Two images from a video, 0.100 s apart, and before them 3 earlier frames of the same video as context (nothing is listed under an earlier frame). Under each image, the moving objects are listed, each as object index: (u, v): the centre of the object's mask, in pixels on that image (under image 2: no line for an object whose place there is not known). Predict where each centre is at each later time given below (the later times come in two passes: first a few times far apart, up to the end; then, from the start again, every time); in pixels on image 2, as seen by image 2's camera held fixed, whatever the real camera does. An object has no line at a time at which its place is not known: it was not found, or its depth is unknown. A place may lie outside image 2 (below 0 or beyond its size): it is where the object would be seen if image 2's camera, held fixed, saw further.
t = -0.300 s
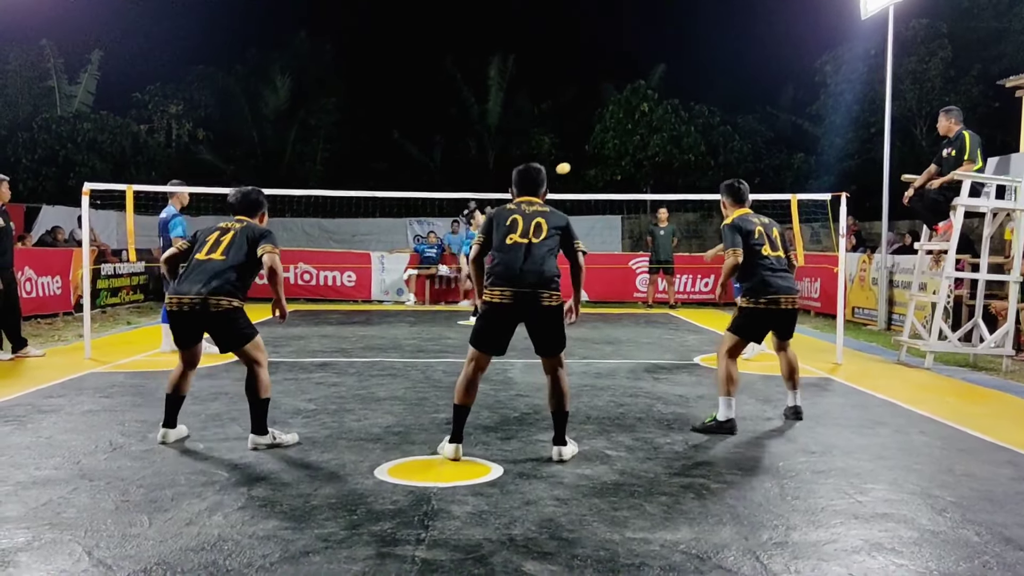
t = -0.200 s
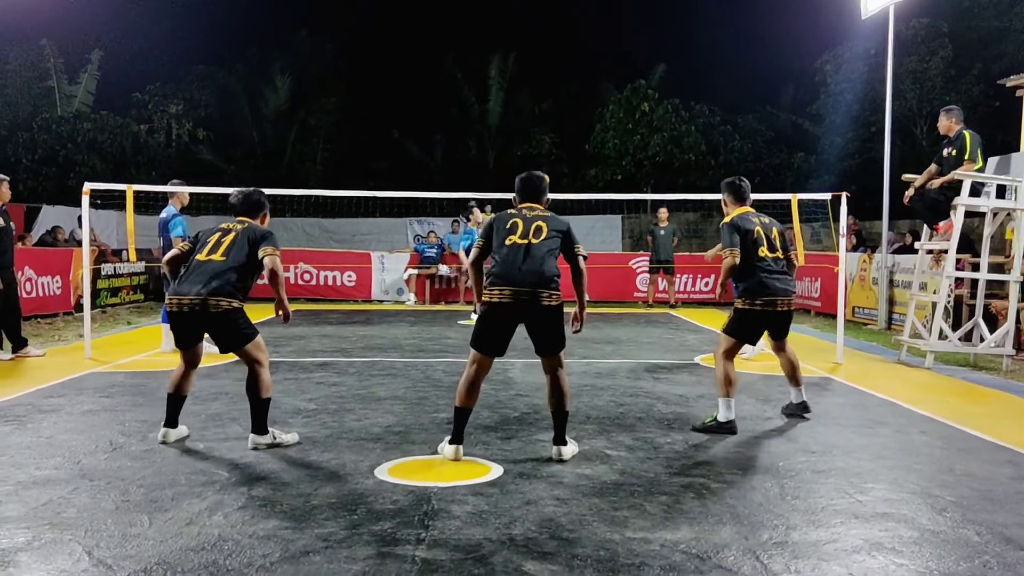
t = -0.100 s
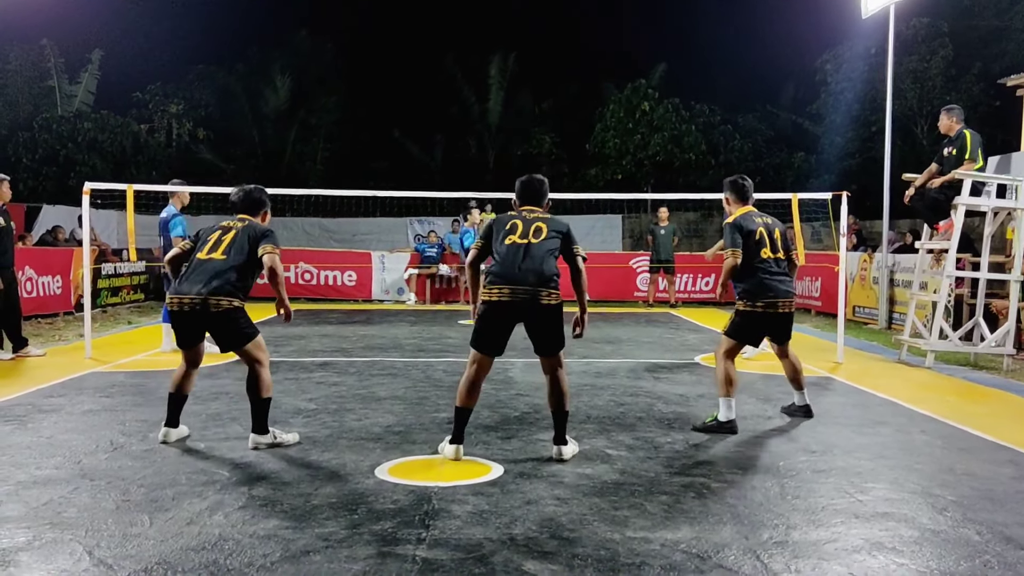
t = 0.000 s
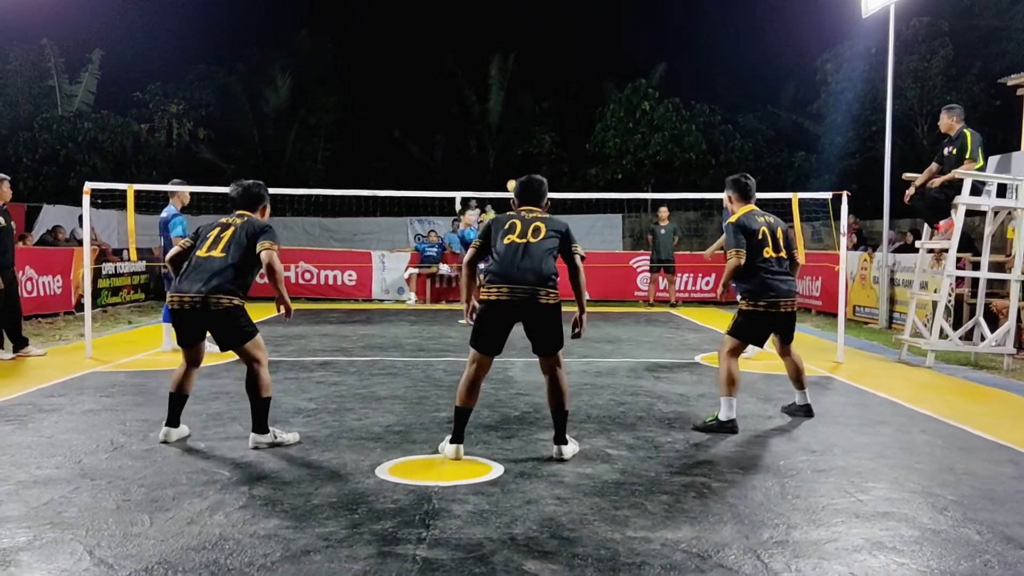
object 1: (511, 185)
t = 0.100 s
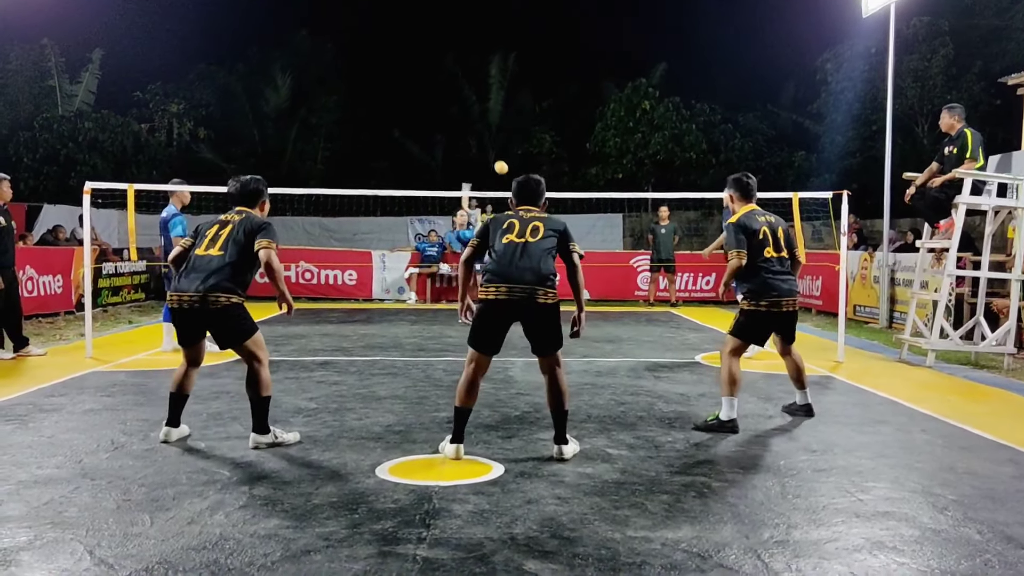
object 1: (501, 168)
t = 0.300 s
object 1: (465, 150)
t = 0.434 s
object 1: (428, 162)
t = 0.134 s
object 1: (496, 163)
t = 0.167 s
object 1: (491, 158)
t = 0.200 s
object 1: (485, 155)
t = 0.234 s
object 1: (479, 152)
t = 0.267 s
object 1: (472, 151)
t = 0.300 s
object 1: (465, 150)
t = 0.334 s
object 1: (457, 151)
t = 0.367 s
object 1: (448, 153)
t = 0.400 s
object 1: (438, 157)
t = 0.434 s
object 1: (428, 162)
